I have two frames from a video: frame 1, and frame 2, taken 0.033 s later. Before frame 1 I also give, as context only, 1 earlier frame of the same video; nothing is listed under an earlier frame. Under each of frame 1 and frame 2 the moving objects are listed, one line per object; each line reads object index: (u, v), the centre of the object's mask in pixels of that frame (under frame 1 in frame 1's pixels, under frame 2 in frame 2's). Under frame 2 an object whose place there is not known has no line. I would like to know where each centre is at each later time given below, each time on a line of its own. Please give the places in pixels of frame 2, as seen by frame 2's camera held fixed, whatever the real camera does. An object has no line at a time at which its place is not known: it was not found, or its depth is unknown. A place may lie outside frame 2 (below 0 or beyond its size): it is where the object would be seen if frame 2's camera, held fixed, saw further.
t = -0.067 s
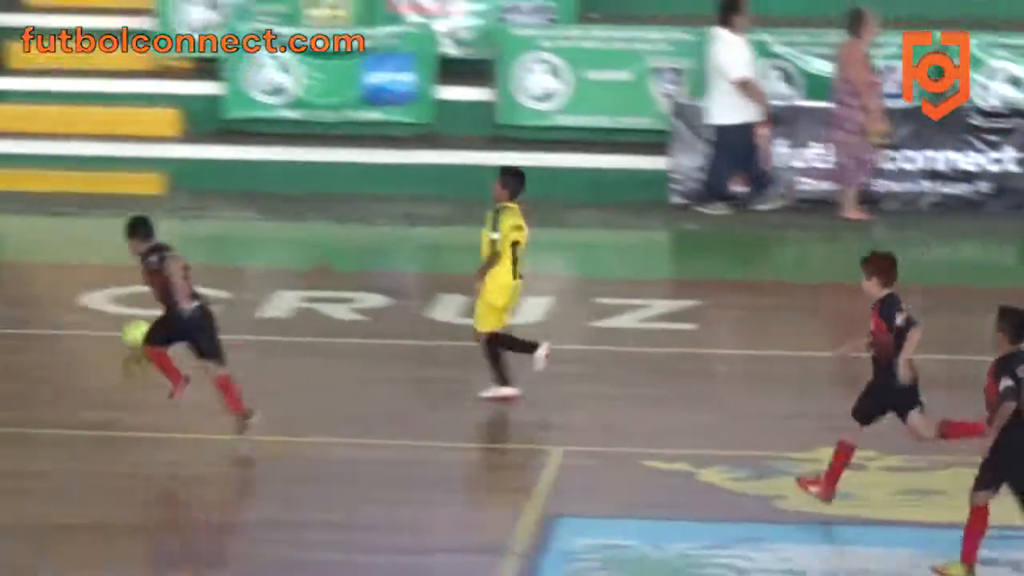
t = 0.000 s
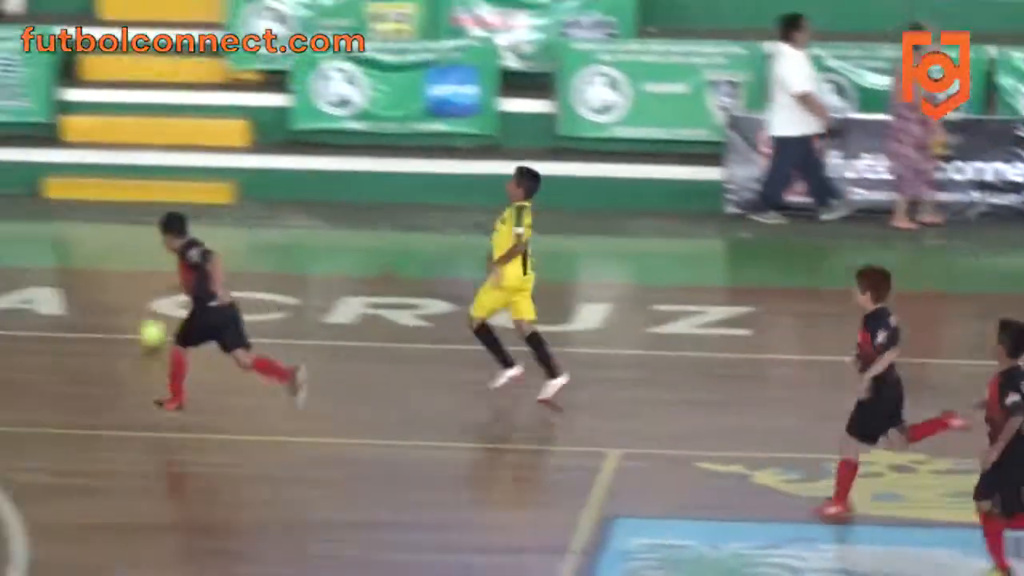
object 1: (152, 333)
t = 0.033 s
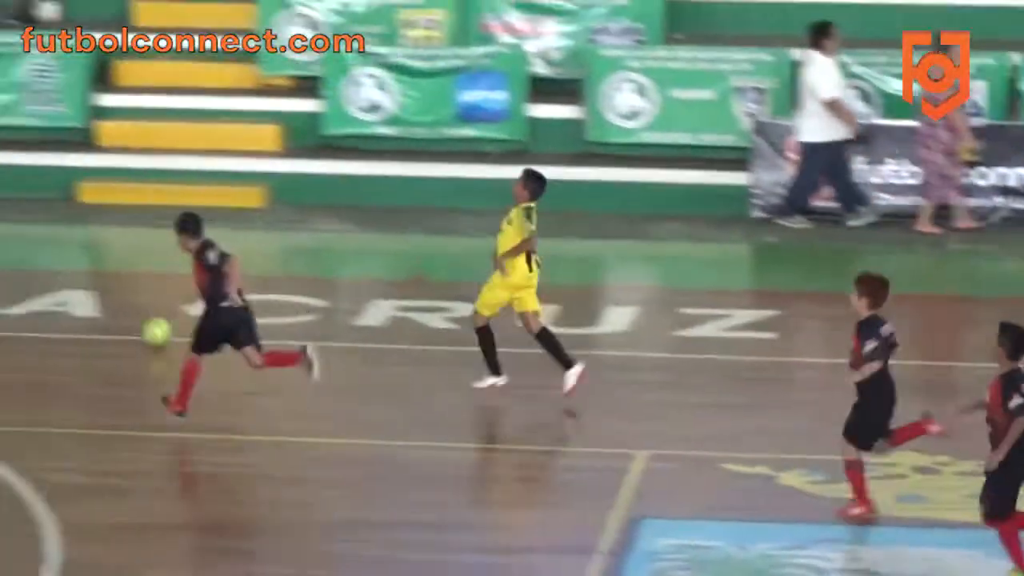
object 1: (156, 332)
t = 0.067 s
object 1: (130, 327)
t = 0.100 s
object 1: (104, 324)
